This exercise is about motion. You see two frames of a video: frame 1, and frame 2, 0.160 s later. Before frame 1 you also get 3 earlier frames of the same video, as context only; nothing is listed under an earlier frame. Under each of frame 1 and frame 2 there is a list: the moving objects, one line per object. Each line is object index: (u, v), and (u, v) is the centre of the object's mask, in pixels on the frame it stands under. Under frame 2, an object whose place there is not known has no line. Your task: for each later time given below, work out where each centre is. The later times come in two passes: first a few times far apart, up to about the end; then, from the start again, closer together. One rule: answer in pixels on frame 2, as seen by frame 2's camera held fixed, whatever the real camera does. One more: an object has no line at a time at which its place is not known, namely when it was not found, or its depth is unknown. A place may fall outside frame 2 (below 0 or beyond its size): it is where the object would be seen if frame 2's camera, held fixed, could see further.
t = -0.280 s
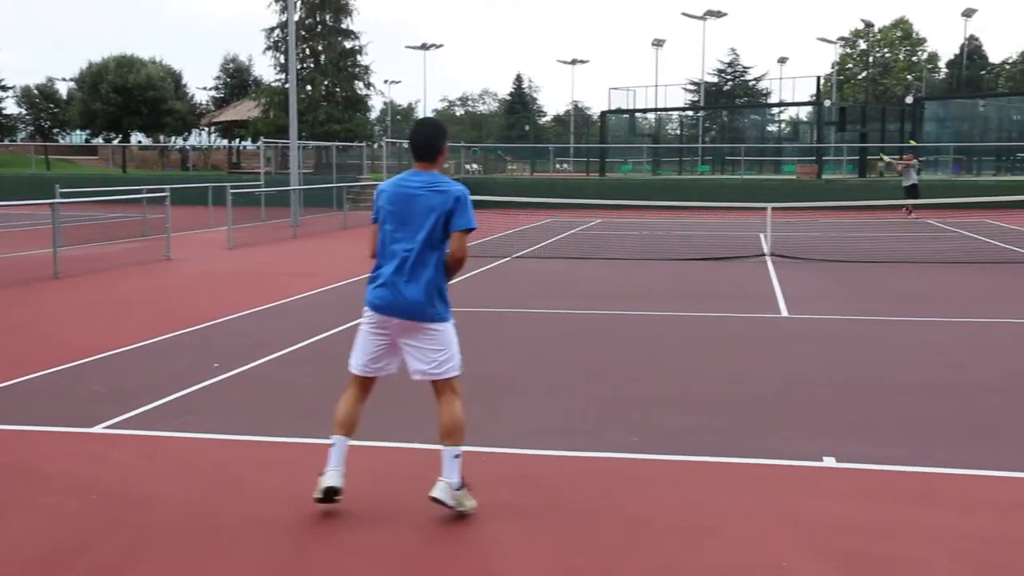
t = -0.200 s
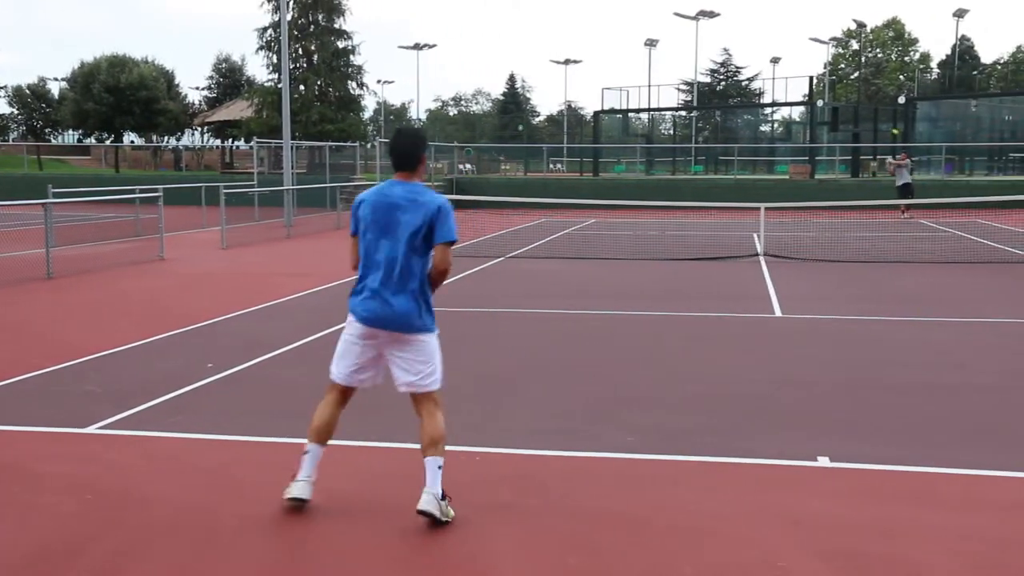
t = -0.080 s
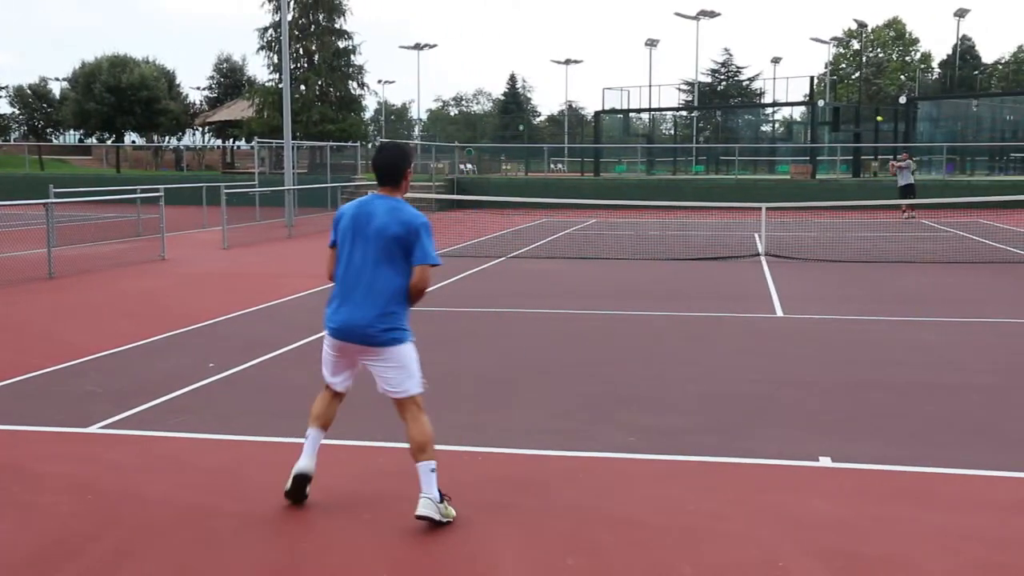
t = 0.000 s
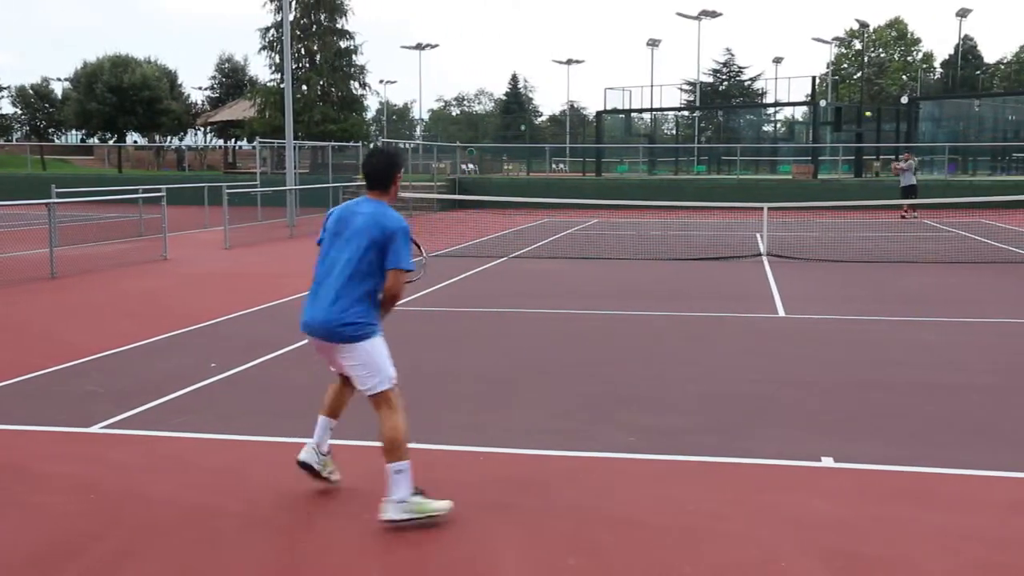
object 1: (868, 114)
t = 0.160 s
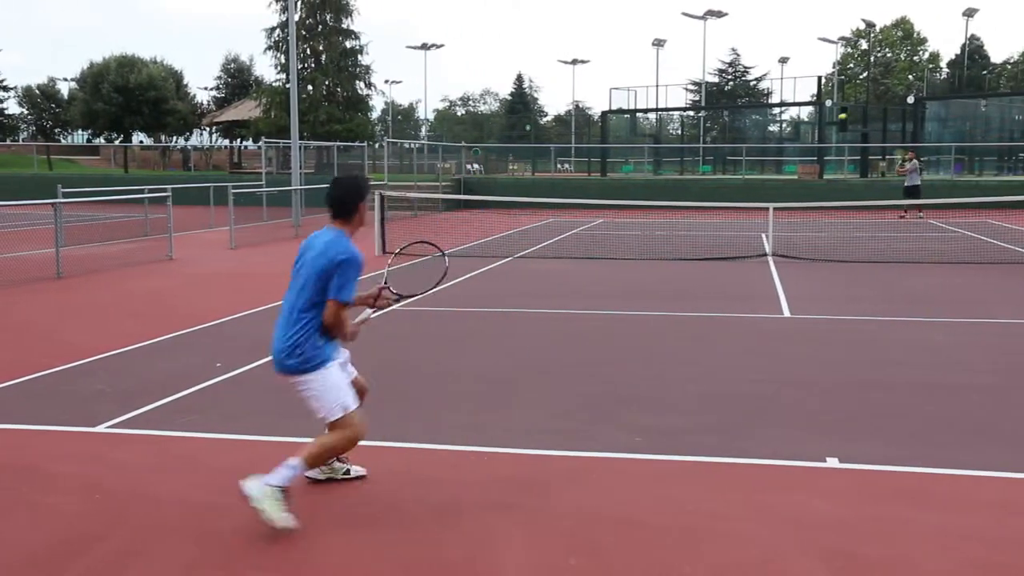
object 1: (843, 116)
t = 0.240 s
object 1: (823, 126)
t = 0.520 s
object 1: (722, 237)
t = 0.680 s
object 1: (620, 371)
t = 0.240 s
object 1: (823, 126)
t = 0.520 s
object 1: (722, 237)
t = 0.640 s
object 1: (646, 357)
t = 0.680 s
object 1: (620, 371)
